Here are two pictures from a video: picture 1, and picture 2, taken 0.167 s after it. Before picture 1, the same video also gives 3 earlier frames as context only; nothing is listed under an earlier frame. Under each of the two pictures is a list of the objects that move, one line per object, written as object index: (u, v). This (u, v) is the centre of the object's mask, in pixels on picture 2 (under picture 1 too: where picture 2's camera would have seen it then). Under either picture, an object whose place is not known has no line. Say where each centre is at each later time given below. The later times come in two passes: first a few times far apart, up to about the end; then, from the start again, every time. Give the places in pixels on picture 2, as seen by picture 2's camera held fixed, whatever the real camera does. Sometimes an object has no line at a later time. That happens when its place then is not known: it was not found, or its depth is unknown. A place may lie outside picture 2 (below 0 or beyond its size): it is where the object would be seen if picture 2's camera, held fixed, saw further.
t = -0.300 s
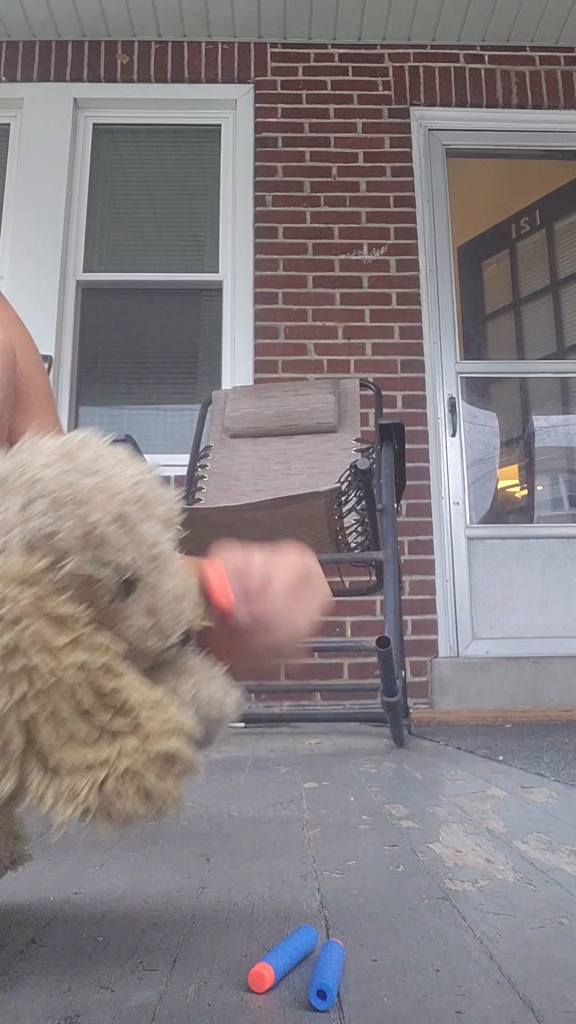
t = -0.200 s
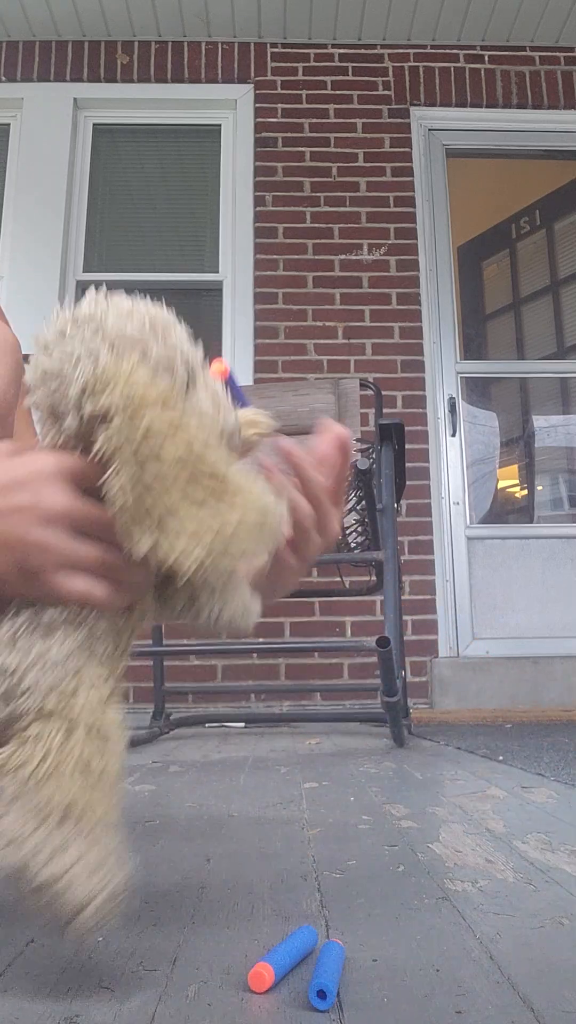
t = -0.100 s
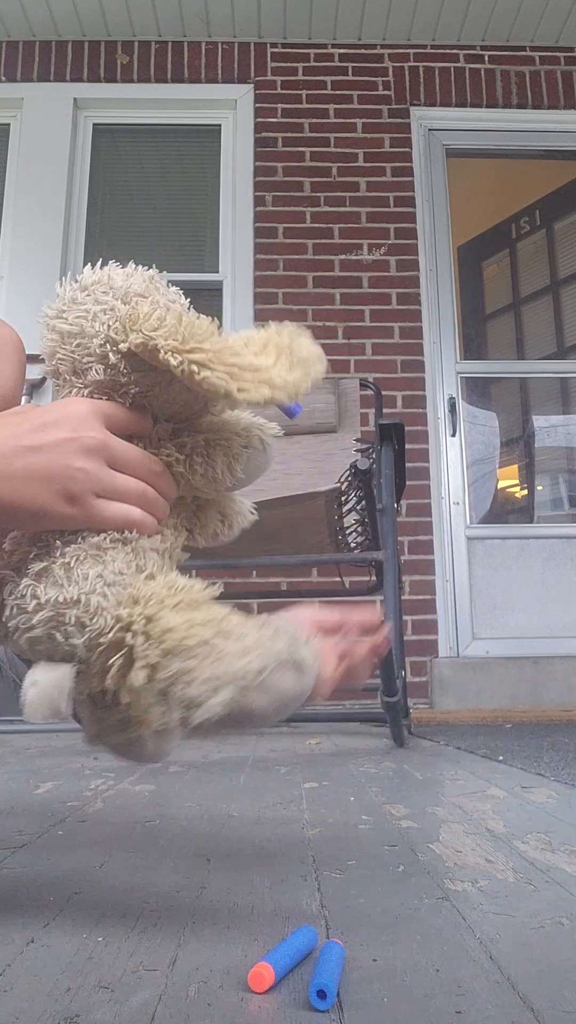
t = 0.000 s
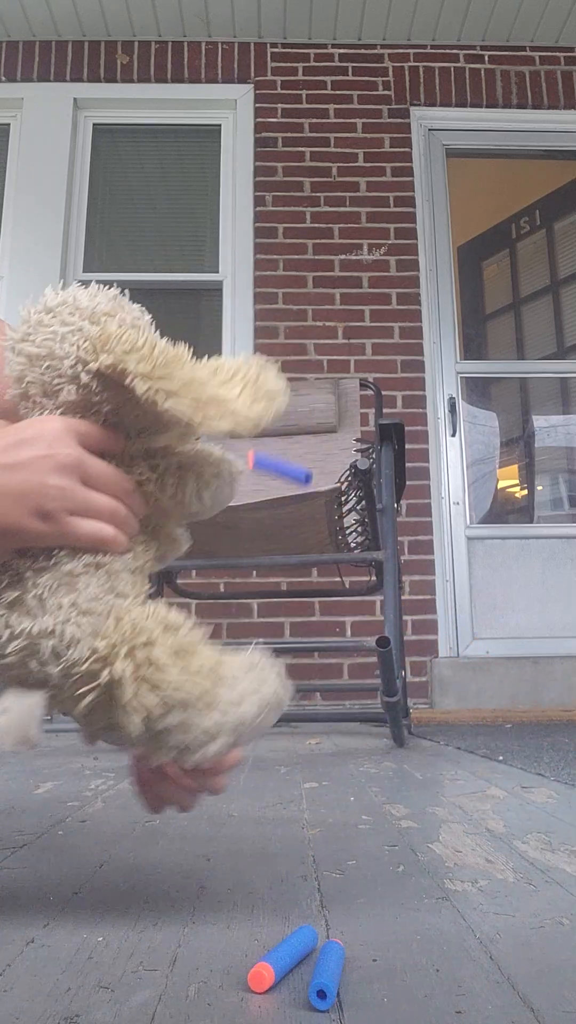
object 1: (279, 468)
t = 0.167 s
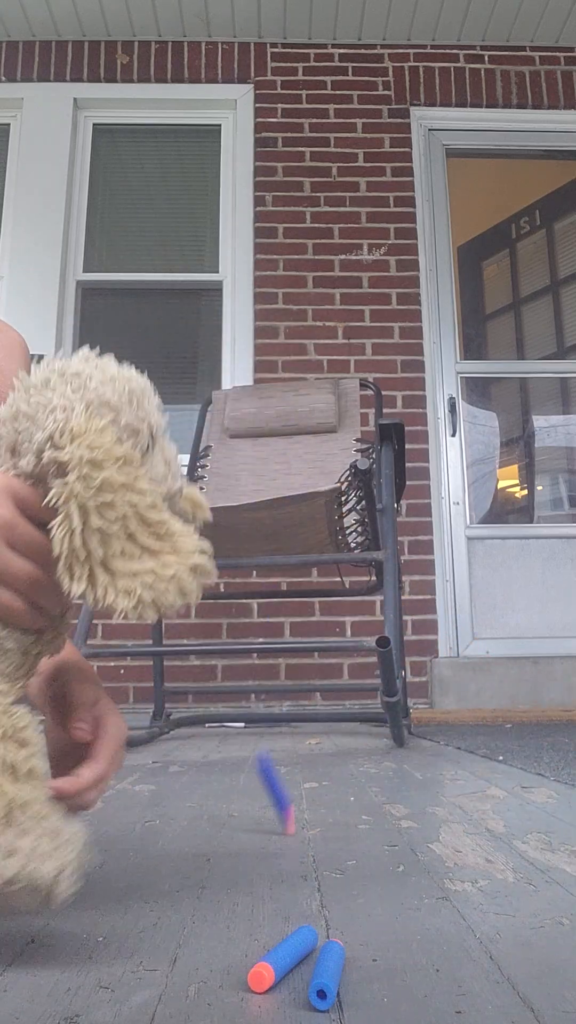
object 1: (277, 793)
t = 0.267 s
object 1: (327, 778)
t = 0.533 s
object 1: (394, 776)
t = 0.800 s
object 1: (425, 811)
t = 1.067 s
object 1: (467, 815)
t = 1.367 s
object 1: (510, 822)
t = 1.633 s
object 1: (549, 827)
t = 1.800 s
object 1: (562, 832)
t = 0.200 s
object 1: (282, 794)
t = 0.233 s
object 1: (309, 790)
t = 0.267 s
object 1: (327, 778)
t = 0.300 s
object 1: (343, 775)
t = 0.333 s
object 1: (358, 779)
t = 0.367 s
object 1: (371, 791)
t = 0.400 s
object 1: (381, 807)
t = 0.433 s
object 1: (385, 781)
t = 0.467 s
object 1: (388, 768)
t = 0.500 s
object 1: (391, 766)
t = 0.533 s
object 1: (394, 776)
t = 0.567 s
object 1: (397, 779)
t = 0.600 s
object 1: (398, 784)
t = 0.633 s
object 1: (401, 800)
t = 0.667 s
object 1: (405, 802)
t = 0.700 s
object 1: (410, 802)
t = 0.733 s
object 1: (415, 809)
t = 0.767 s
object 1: (420, 809)
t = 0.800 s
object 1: (425, 811)
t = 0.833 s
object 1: (430, 811)
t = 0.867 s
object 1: (436, 813)
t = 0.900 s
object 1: (442, 813)
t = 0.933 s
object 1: (447, 814)
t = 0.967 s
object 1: (453, 814)
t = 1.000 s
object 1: (458, 815)
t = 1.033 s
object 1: (462, 814)
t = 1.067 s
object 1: (467, 815)
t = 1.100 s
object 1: (472, 817)
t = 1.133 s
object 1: (477, 817)
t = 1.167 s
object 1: (482, 818)
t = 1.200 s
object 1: (487, 819)
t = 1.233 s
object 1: (492, 819)
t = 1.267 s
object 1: (496, 820)
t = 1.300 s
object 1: (500, 821)
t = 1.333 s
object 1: (505, 821)
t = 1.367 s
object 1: (510, 822)
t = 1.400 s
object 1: (515, 823)
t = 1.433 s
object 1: (520, 824)
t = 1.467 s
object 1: (525, 824)
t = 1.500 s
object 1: (530, 825)
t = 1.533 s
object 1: (534, 825)
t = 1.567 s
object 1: (538, 826)
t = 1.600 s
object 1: (544, 827)
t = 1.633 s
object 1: (549, 827)
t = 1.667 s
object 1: (553, 828)
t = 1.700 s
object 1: (556, 829)
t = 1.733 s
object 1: (558, 831)
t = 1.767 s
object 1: (560, 832)
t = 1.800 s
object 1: (562, 832)
